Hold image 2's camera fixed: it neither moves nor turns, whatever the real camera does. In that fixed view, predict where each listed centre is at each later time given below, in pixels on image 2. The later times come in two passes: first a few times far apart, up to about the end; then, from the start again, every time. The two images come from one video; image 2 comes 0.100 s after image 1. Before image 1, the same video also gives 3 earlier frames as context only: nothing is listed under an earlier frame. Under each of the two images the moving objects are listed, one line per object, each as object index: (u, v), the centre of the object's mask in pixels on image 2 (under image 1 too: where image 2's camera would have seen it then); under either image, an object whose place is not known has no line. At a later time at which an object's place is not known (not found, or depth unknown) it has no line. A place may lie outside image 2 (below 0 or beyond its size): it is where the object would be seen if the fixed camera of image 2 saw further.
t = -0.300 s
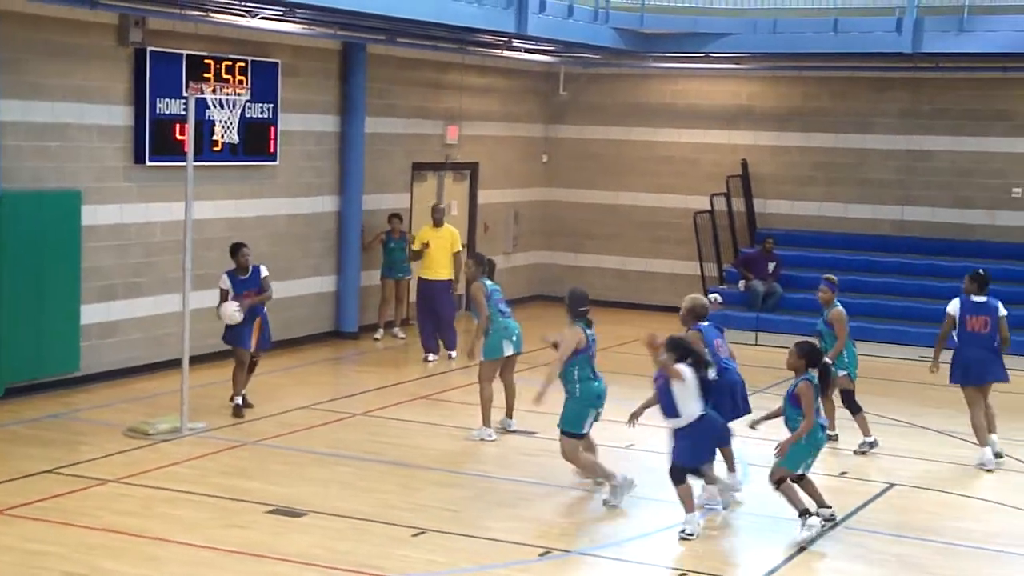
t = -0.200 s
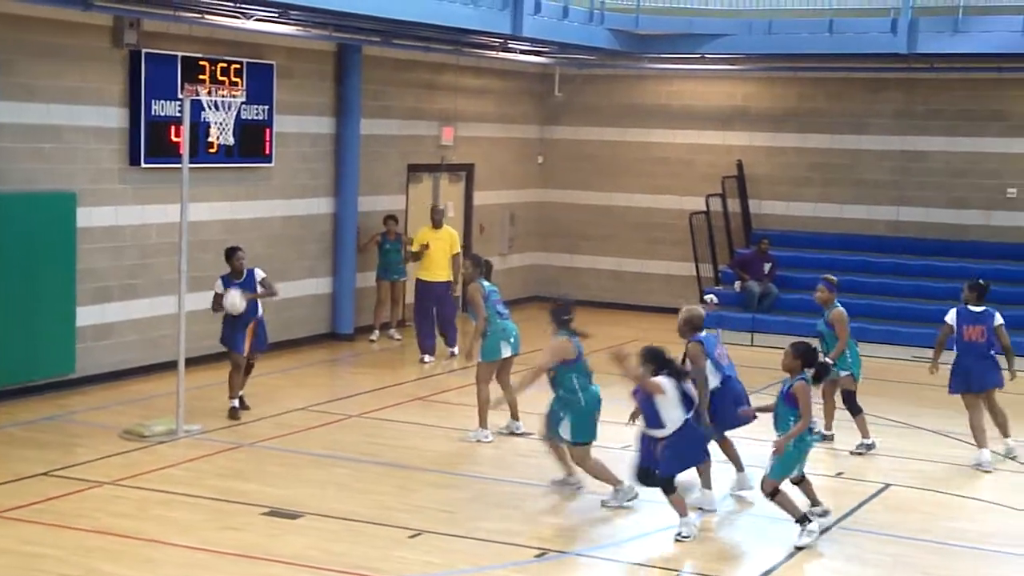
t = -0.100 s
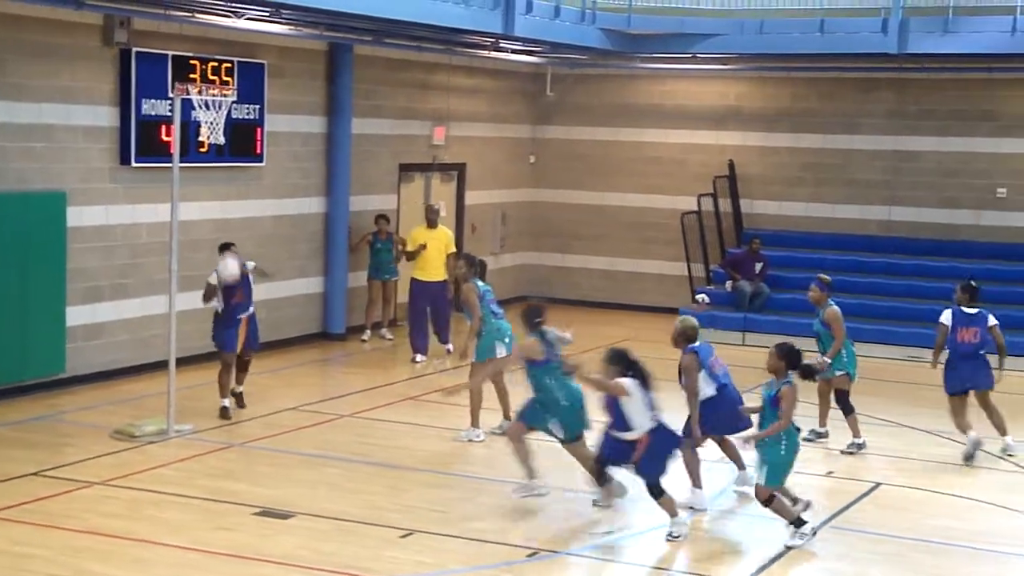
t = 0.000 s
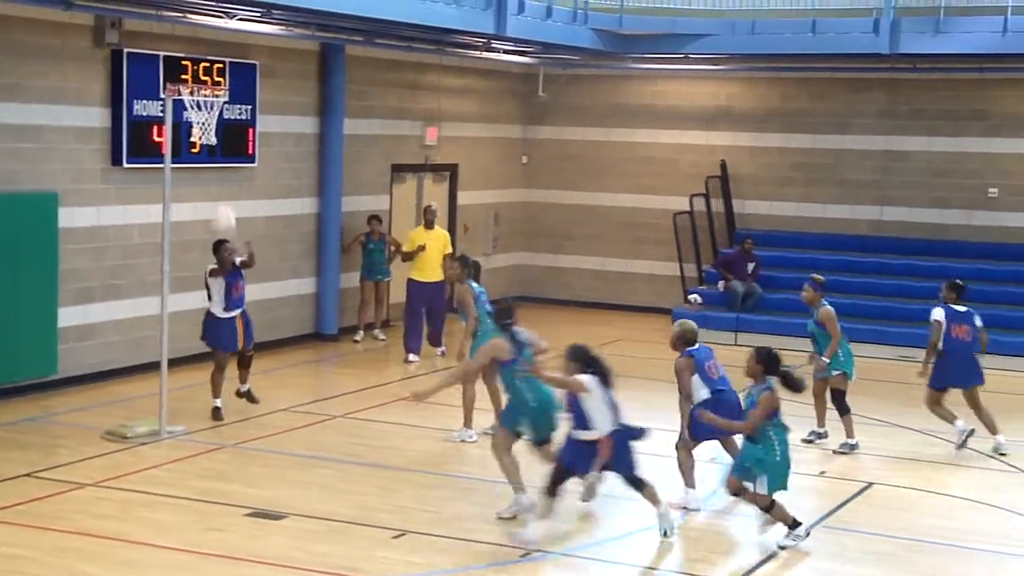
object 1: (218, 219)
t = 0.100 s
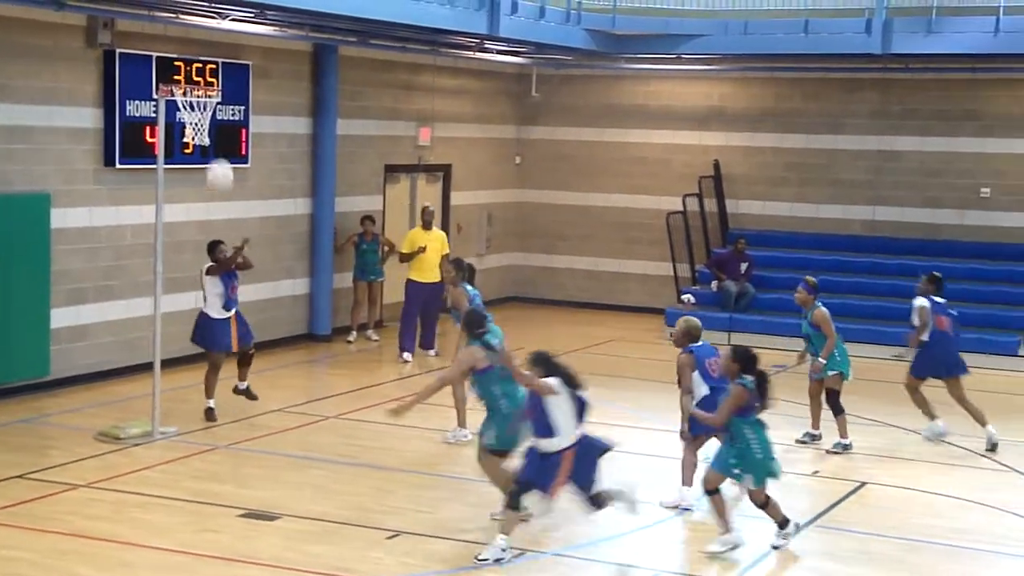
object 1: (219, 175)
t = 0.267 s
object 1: (227, 122)
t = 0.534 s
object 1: (240, 96)
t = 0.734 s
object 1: (250, 148)
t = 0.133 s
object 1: (221, 163)
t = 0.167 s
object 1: (222, 150)
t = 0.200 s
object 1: (224, 140)
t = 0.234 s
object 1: (225, 131)
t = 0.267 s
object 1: (227, 122)
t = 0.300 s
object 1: (229, 114)
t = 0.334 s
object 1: (230, 107)
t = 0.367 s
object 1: (232, 101)
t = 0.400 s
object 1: (233, 98)
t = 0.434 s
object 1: (236, 96)
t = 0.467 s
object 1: (236, 95)
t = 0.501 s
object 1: (239, 94)
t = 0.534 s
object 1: (240, 96)
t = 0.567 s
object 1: (242, 100)
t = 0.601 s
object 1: (243, 106)
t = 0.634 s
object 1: (244, 113)
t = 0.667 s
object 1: (246, 123)
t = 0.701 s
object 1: (248, 135)
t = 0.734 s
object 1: (250, 148)
